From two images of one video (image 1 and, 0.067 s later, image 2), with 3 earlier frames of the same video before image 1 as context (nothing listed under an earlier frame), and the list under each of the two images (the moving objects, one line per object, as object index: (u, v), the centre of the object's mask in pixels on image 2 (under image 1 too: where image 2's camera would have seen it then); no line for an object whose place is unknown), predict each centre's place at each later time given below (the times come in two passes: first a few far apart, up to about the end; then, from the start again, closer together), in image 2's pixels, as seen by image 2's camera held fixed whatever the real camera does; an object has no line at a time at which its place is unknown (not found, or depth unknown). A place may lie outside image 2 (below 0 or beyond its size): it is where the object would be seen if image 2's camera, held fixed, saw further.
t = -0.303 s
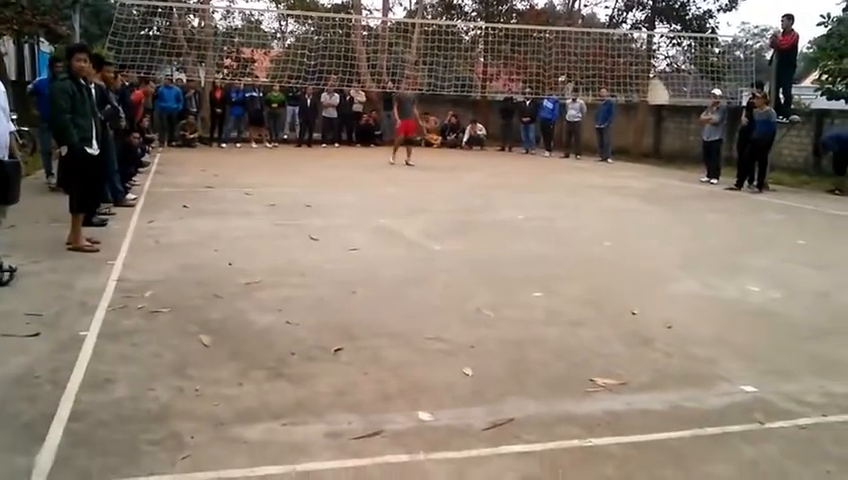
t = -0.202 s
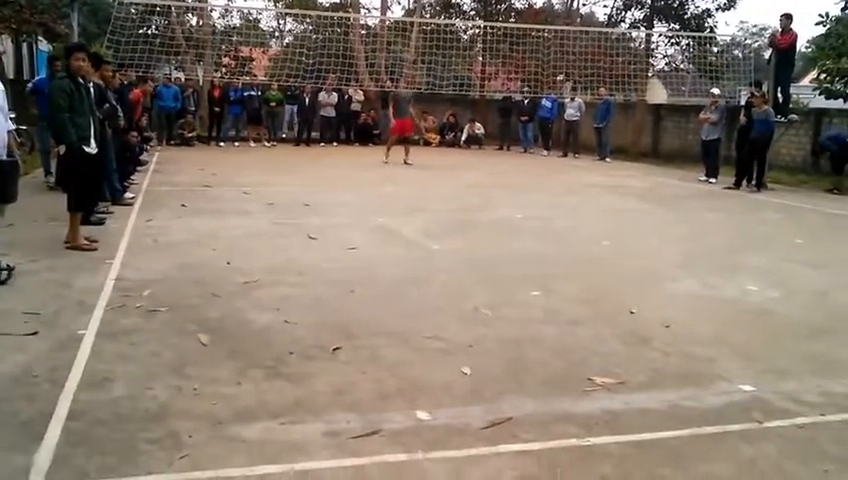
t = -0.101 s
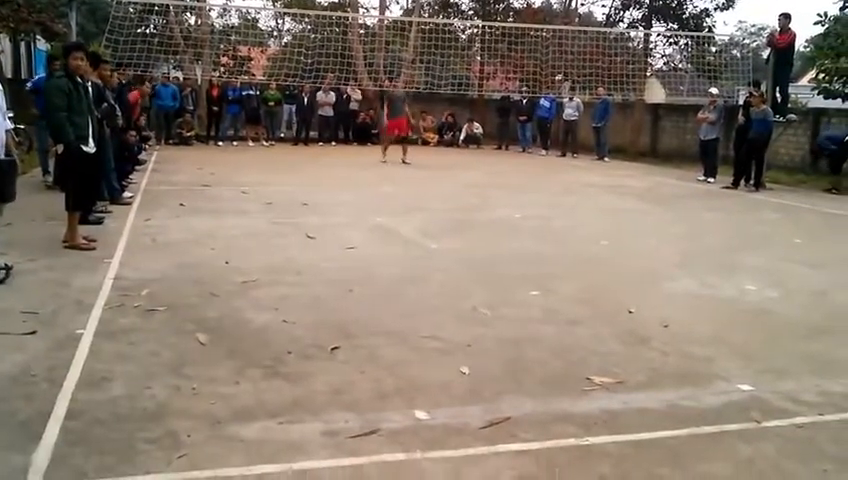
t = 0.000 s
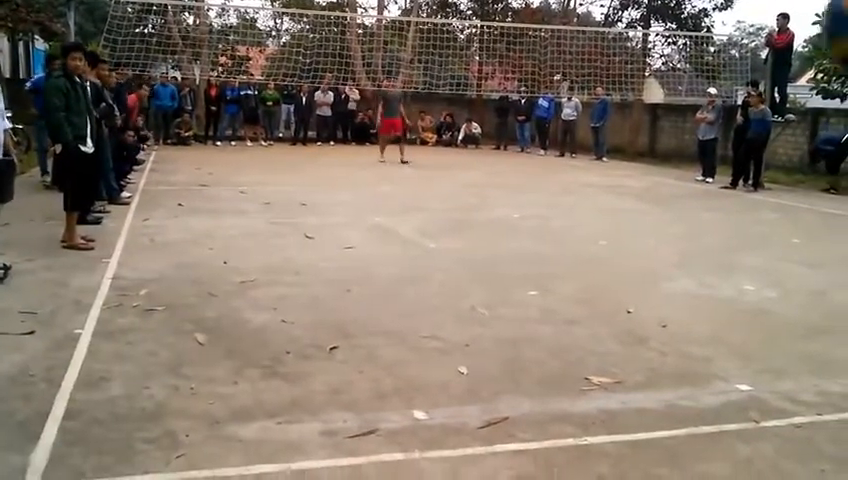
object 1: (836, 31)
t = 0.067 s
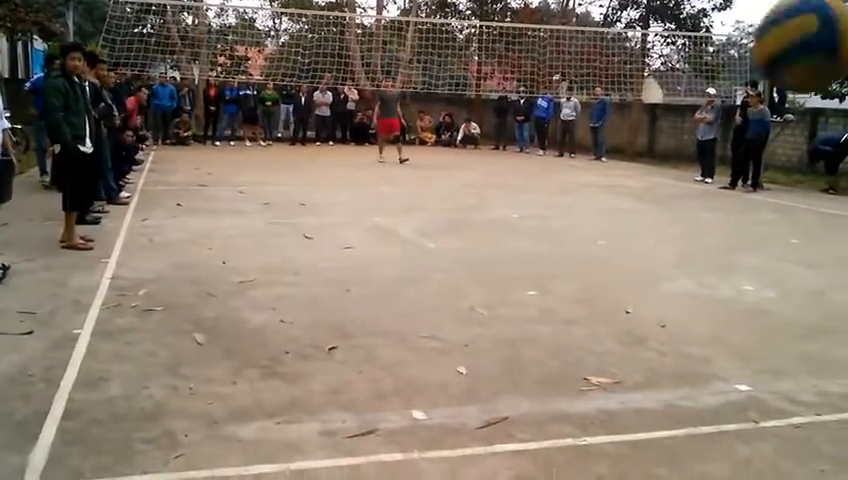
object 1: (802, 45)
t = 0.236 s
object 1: (633, 177)
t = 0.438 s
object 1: (441, 455)
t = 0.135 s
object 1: (738, 81)
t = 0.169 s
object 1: (702, 111)
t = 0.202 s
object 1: (667, 140)
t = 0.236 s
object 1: (633, 177)
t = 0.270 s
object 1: (599, 219)
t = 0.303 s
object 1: (565, 264)
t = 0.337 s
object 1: (532, 309)
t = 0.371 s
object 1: (499, 361)
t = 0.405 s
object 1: (469, 413)
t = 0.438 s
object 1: (441, 455)
